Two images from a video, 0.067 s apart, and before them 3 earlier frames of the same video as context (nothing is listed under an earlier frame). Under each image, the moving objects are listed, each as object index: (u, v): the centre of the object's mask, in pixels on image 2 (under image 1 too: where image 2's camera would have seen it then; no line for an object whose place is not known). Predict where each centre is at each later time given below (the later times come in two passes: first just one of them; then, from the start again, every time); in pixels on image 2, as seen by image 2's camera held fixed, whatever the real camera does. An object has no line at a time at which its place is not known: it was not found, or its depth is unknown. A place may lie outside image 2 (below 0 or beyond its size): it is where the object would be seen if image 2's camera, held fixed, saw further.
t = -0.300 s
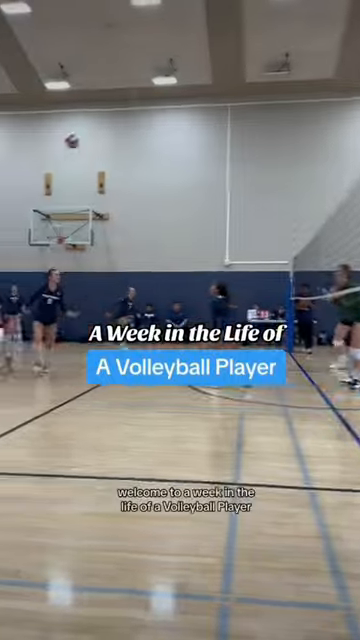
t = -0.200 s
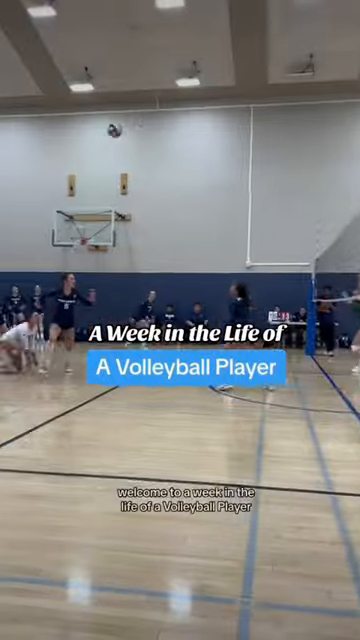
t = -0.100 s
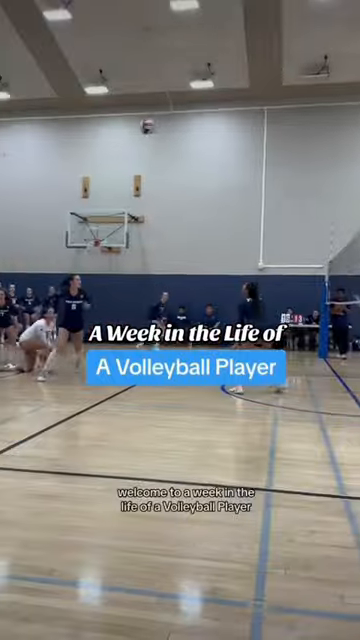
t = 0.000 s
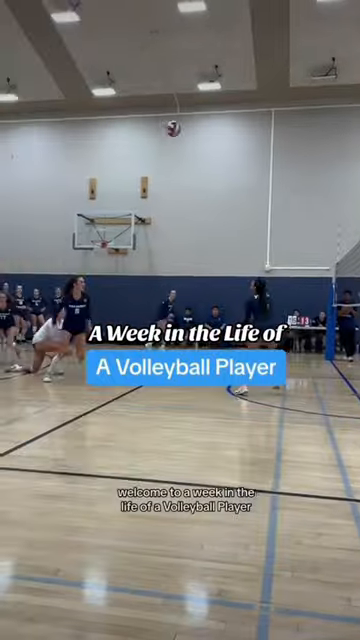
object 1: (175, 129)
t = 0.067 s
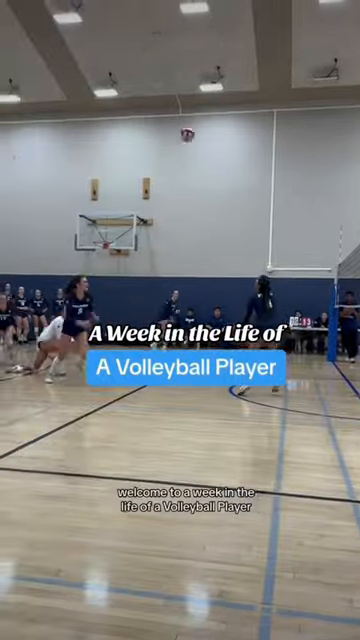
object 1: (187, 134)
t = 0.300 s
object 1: (230, 174)
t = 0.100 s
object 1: (193, 137)
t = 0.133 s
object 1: (199, 141)
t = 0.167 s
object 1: (206, 147)
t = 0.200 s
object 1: (211, 152)
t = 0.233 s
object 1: (218, 158)
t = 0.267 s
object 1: (224, 165)
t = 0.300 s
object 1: (230, 174)
